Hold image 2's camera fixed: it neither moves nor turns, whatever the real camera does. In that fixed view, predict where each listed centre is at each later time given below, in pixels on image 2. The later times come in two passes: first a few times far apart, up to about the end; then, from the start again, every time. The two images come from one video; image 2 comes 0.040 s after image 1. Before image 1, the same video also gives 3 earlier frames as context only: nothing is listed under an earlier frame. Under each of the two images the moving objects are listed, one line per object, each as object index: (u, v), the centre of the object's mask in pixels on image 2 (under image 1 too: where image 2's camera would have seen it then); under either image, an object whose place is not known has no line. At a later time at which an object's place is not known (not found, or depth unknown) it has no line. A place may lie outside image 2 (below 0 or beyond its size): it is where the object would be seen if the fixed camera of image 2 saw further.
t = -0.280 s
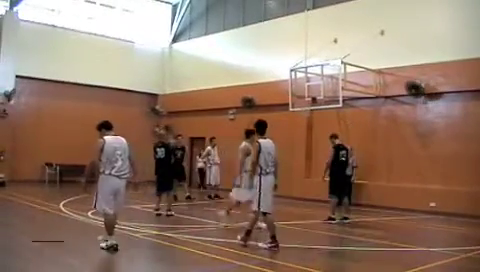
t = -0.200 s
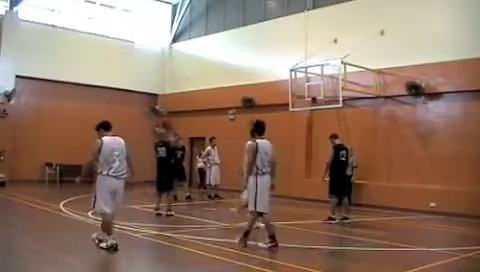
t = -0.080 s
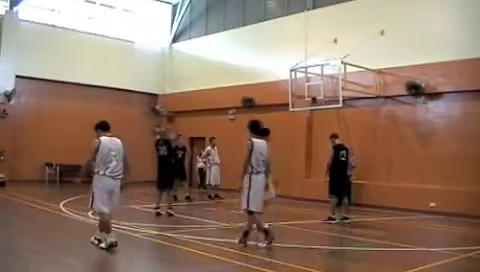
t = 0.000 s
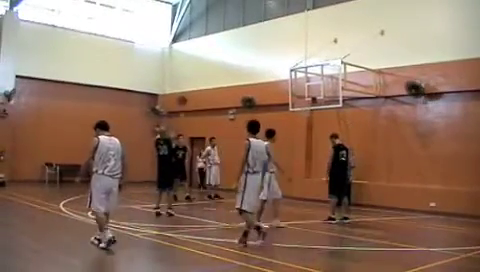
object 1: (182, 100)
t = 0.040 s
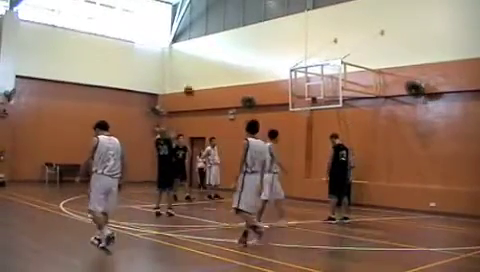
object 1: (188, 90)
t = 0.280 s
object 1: (226, 61)
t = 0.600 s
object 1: (267, 60)
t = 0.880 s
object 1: (298, 92)
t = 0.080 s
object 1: (195, 83)
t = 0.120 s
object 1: (202, 77)
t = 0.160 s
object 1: (208, 72)
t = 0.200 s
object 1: (214, 68)
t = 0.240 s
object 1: (220, 64)
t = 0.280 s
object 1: (226, 61)
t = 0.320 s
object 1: (231, 58)
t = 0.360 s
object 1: (237, 56)
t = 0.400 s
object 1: (242, 55)
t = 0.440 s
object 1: (247, 55)
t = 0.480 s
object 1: (252, 55)
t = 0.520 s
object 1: (257, 56)
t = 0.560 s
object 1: (262, 58)
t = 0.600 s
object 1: (267, 60)
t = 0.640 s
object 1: (271, 63)
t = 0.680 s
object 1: (276, 65)
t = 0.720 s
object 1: (280, 69)
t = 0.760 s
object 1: (284, 73)
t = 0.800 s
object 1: (288, 79)
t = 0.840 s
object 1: (293, 83)
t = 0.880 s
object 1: (298, 92)
